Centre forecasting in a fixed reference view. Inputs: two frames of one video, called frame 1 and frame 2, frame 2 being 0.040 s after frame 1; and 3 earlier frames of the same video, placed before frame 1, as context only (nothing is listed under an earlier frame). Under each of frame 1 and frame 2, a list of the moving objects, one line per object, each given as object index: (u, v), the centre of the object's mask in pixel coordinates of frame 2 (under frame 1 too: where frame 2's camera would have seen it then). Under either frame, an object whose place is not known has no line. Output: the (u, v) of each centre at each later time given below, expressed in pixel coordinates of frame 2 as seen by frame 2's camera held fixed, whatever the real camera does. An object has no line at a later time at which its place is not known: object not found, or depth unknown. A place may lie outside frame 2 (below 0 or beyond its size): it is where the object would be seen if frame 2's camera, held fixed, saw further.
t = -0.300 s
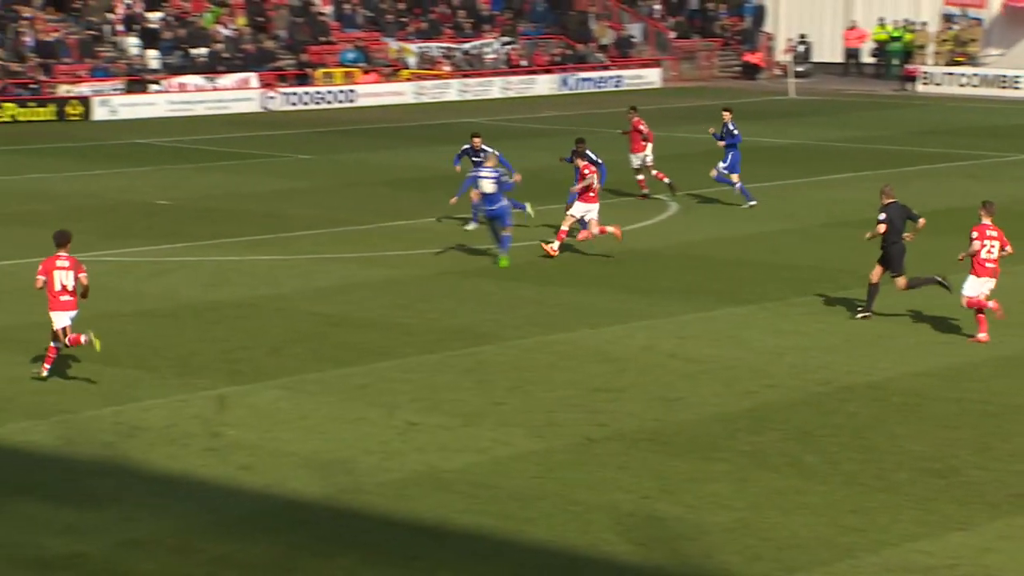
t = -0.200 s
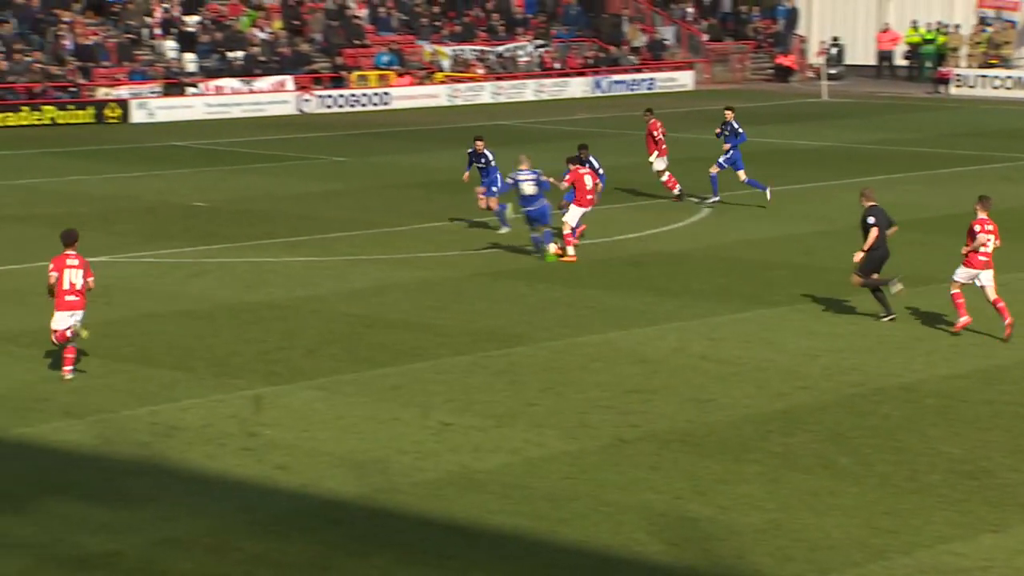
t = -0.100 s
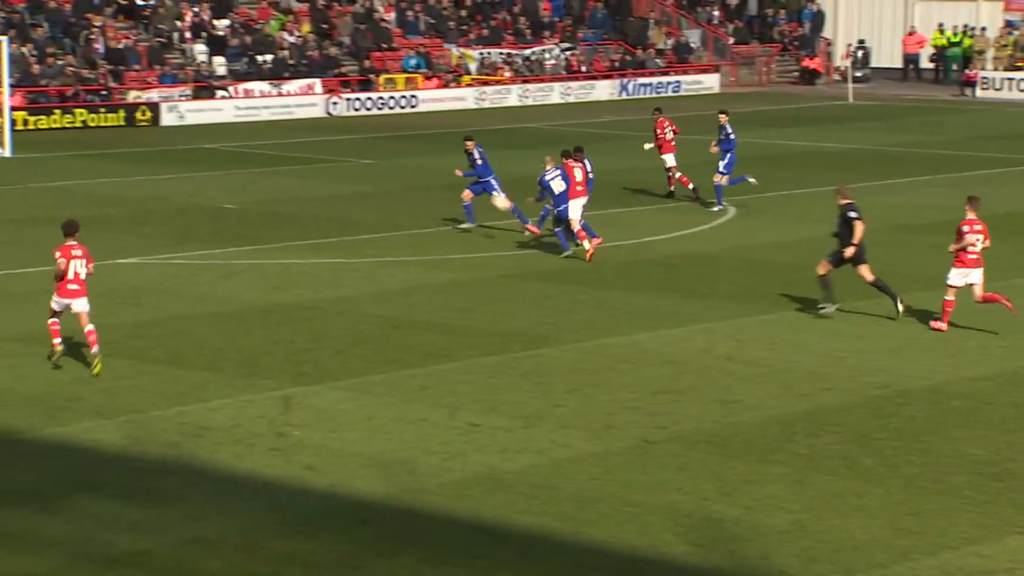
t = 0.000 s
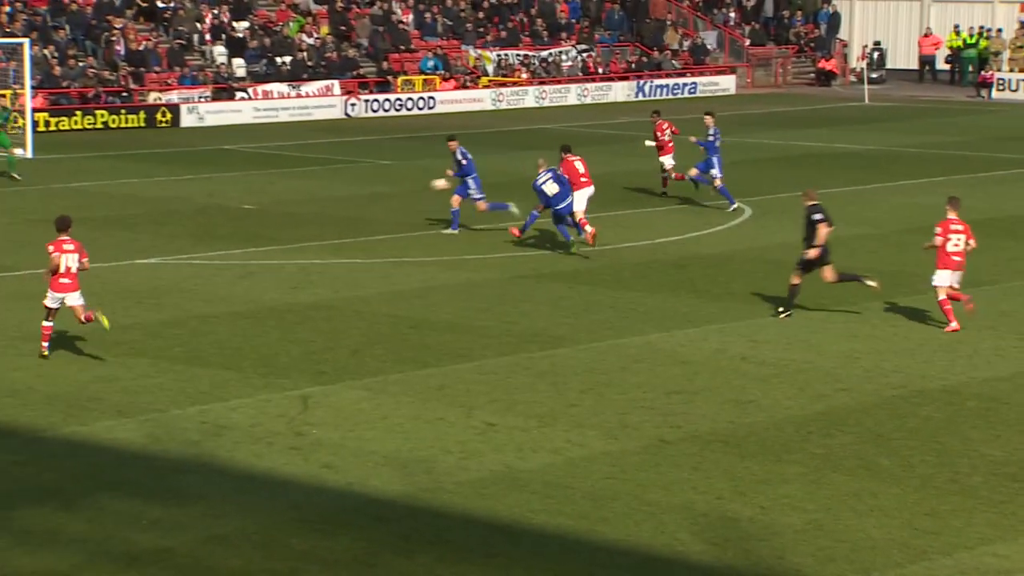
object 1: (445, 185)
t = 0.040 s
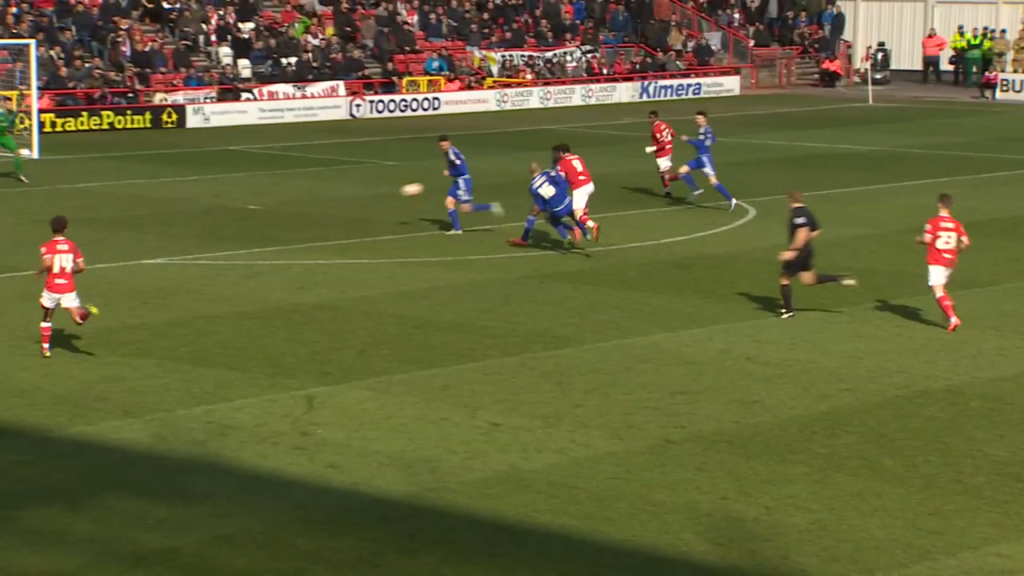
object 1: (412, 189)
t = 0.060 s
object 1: (395, 192)
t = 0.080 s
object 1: (379, 195)
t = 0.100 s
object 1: (363, 198)
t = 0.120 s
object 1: (348, 201)
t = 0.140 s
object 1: (333, 205)
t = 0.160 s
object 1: (318, 209)
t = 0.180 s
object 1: (304, 212)
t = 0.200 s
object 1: (292, 211)
